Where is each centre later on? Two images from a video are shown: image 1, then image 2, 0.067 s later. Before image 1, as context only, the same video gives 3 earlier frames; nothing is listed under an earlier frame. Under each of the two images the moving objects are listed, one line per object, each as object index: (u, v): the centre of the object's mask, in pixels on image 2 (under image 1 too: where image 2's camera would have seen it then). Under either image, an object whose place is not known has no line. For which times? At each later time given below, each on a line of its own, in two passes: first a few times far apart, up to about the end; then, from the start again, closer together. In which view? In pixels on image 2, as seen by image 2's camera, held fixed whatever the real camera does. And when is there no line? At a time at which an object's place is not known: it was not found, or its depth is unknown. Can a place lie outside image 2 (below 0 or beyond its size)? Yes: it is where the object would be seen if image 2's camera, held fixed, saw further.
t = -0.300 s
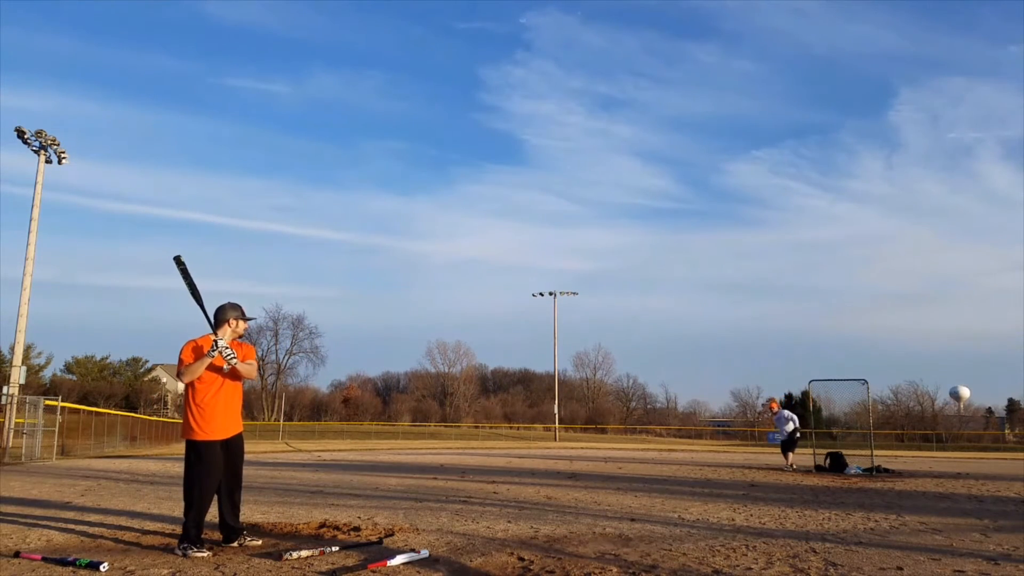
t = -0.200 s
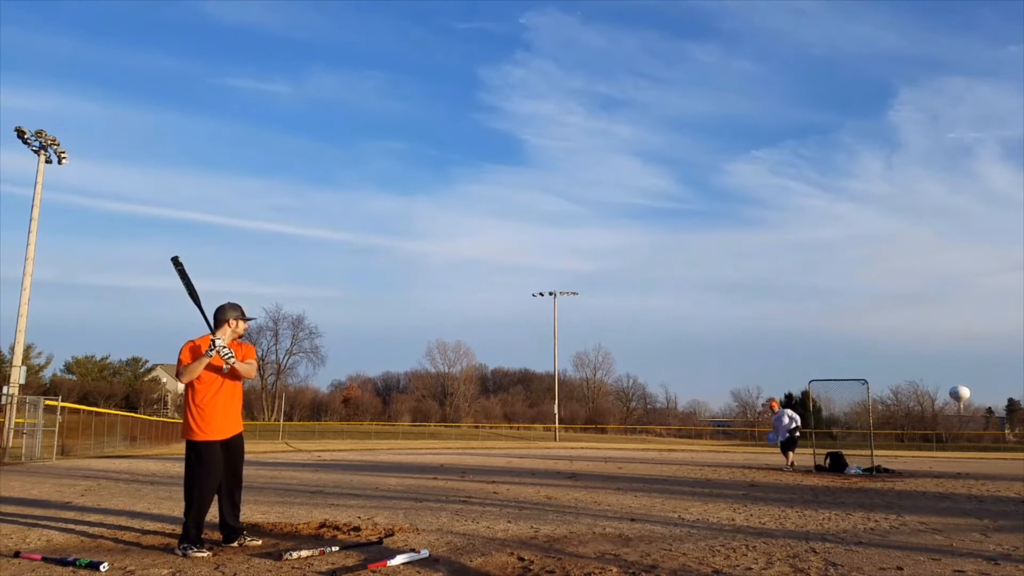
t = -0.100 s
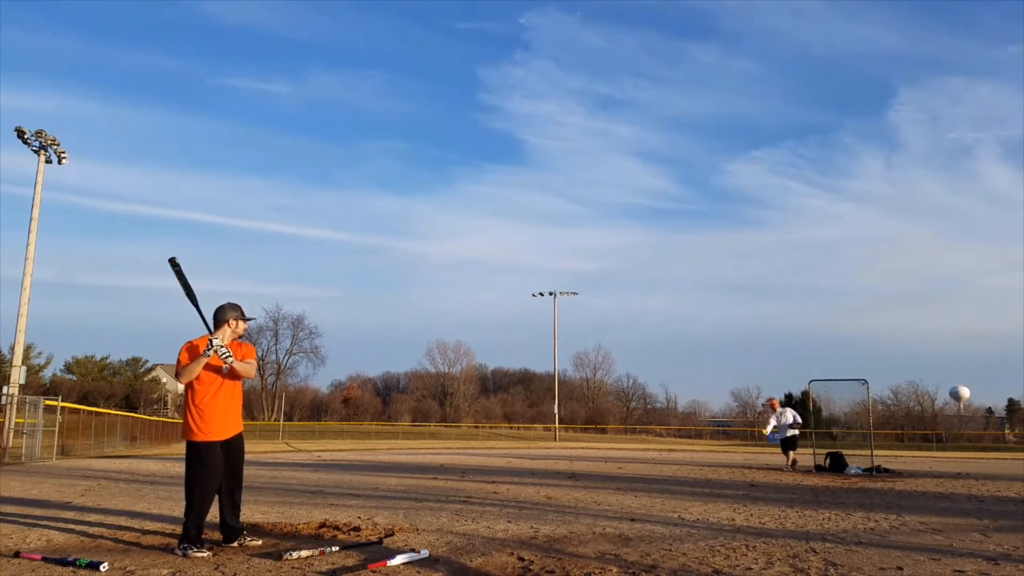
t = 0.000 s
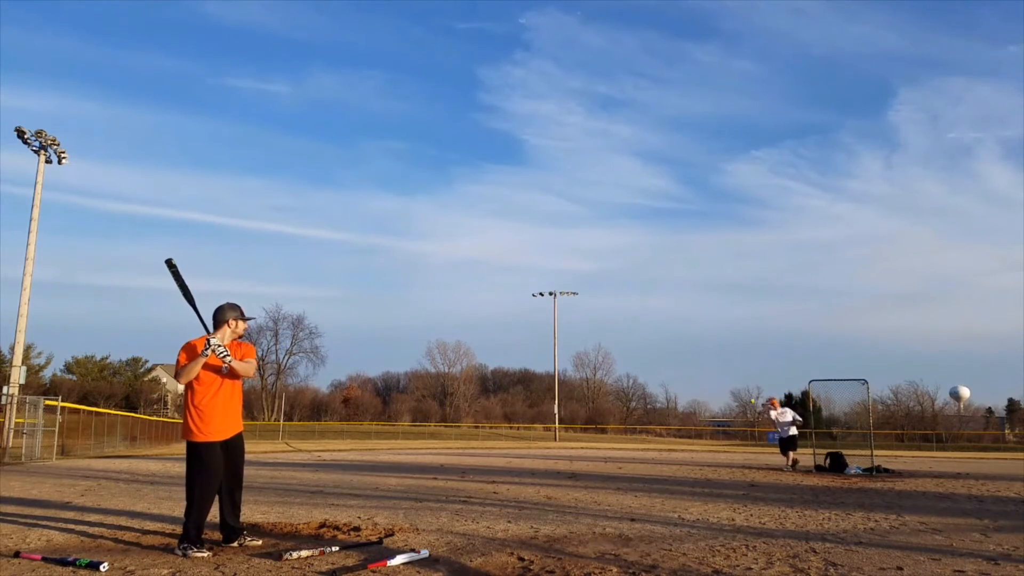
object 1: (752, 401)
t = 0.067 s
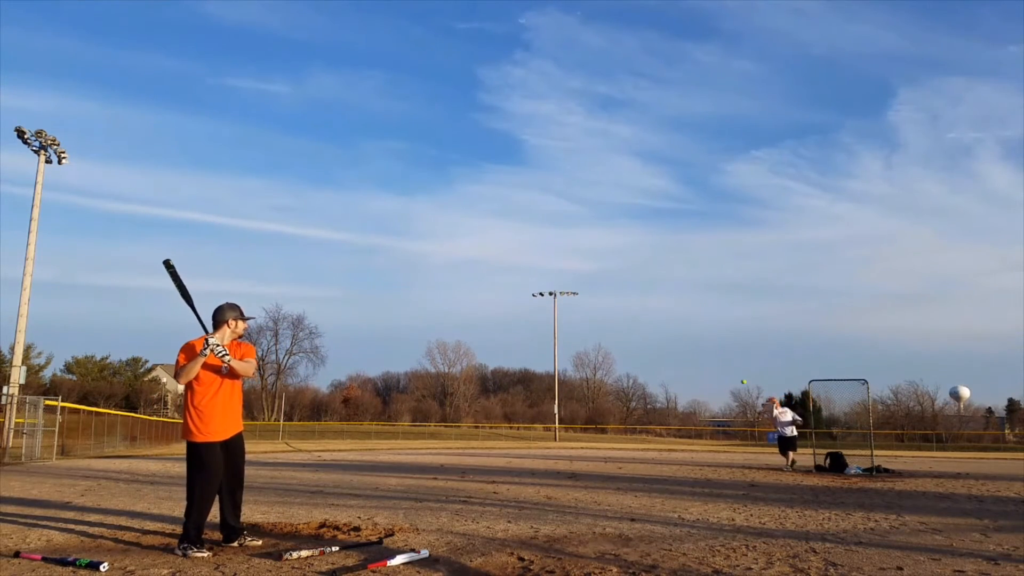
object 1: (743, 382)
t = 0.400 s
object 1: (694, 302)
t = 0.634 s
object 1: (647, 268)
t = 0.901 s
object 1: (568, 266)
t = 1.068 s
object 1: (494, 300)
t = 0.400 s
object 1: (694, 302)
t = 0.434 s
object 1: (688, 296)
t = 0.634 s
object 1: (647, 268)
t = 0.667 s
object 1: (639, 265)
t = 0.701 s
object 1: (630, 263)
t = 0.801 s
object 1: (602, 261)
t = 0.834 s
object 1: (591, 261)
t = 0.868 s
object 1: (580, 263)
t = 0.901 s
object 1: (568, 266)
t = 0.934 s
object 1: (555, 269)
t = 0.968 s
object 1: (542, 275)
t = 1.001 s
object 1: (527, 282)
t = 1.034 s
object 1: (511, 290)
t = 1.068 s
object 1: (494, 300)
